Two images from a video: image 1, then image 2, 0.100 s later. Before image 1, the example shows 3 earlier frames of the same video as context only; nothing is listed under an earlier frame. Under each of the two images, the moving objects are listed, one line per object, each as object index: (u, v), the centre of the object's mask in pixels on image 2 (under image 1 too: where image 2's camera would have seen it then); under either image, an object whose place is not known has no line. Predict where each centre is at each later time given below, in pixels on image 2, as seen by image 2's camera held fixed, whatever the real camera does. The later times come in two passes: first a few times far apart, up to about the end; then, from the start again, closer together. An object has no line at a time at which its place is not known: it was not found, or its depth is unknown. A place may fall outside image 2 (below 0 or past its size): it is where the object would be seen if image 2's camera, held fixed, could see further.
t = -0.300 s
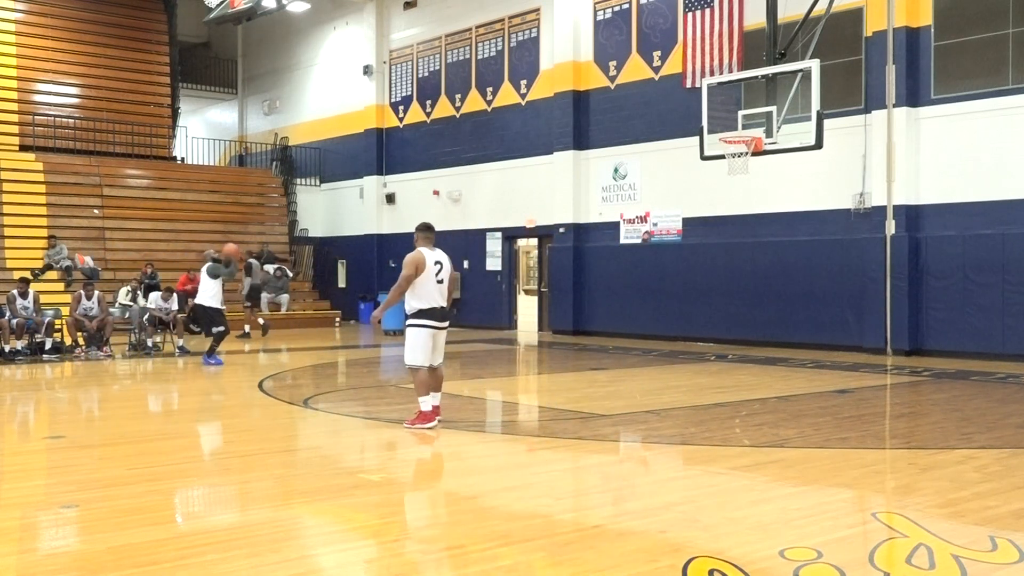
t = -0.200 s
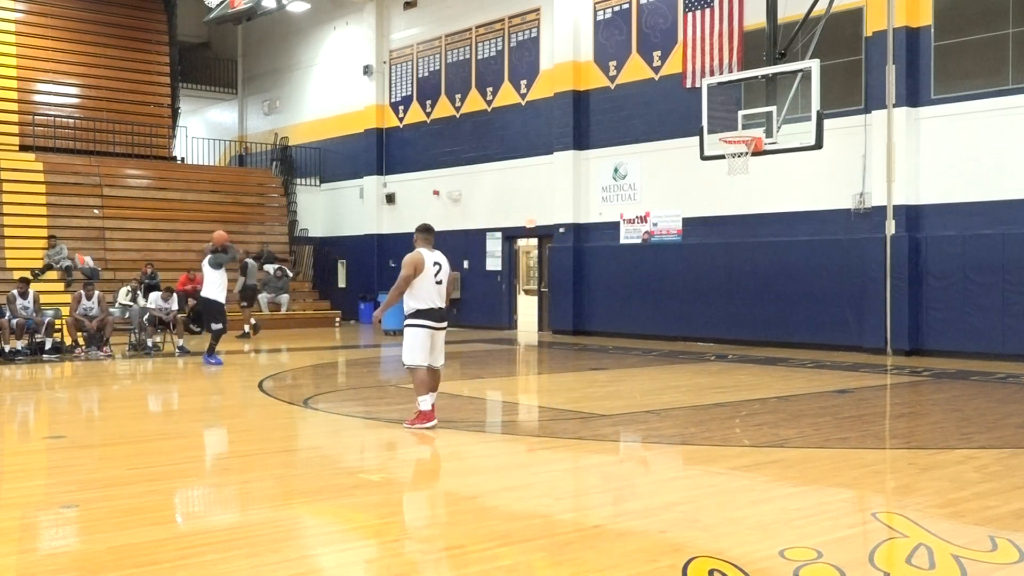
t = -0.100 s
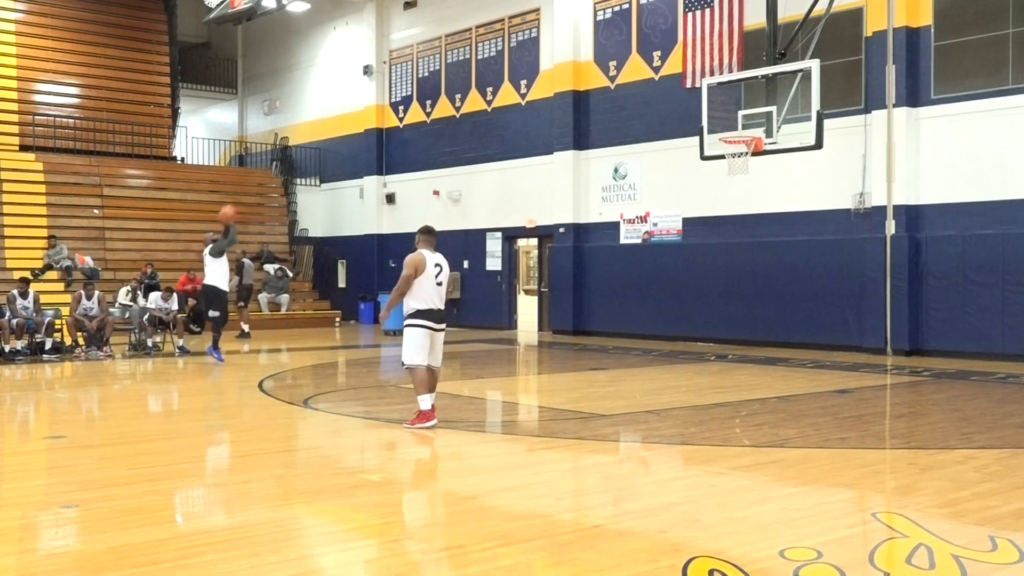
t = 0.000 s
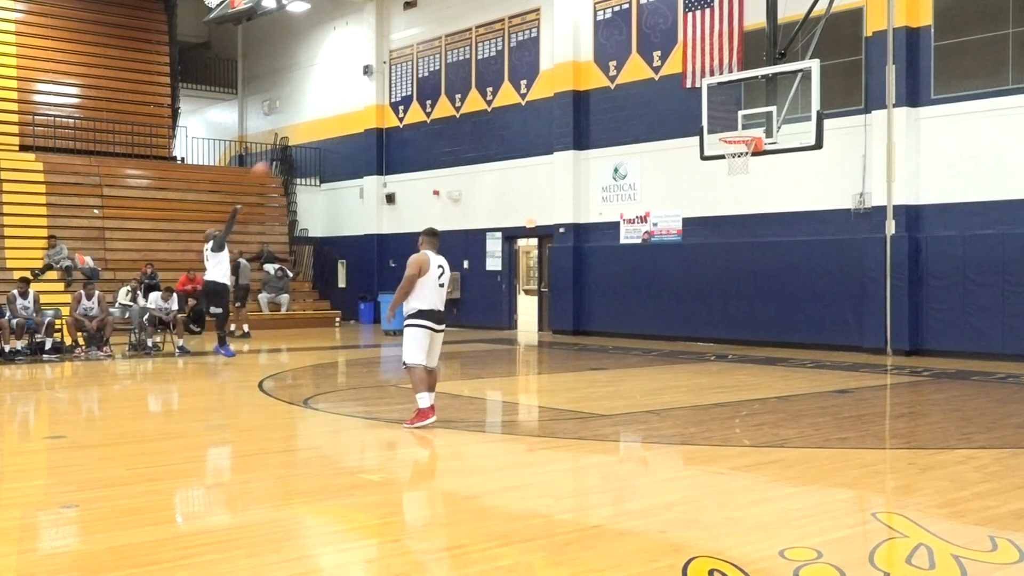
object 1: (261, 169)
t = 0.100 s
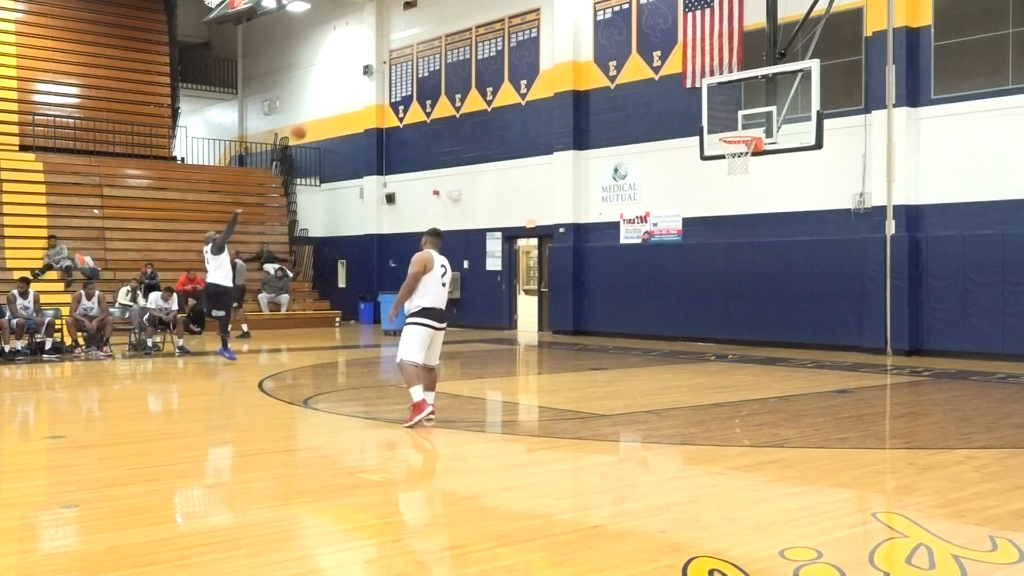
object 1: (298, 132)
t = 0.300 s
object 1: (375, 72)
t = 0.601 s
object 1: (496, 30)
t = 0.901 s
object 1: (619, 51)
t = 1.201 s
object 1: (747, 147)
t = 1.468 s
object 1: (753, 222)
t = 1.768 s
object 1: (759, 361)
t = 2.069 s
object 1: (727, 277)
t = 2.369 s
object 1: (696, 251)
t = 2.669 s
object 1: (667, 288)
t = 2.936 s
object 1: (642, 350)
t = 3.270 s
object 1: (617, 299)
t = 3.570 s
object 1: (594, 316)
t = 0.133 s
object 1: (311, 120)
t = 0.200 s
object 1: (337, 98)
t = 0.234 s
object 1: (350, 89)
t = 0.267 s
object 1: (364, 79)
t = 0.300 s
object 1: (375, 72)
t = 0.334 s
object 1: (389, 64)
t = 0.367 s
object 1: (401, 58)
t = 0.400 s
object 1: (416, 51)
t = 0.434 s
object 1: (429, 46)
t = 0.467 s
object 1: (442, 41)
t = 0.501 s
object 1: (455, 38)
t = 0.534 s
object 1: (469, 34)
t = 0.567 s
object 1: (482, 31)
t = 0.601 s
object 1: (496, 30)
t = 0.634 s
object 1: (509, 29)
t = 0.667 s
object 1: (521, 29)
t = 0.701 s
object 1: (536, 31)
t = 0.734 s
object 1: (550, 33)
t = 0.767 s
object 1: (564, 35)
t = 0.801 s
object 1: (578, 38)
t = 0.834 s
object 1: (593, 42)
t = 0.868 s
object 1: (605, 47)
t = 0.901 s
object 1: (619, 51)
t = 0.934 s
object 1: (633, 59)
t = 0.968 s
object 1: (648, 67)
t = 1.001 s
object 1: (662, 75)
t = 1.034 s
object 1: (676, 84)
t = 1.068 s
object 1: (690, 94)
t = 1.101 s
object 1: (704, 105)
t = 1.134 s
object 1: (719, 117)
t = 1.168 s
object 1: (733, 128)
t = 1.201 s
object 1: (747, 147)
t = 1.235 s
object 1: (750, 158)
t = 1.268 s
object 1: (751, 163)
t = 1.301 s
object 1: (752, 170)
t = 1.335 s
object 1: (752, 179)
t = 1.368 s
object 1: (752, 188)
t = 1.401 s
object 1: (753, 198)
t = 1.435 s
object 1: (753, 211)
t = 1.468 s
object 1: (753, 222)
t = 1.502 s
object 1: (754, 234)
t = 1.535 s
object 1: (754, 247)
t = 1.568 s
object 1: (754, 261)
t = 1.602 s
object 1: (755, 276)
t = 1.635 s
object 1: (756, 291)
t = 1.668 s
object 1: (757, 307)
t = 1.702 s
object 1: (757, 324)
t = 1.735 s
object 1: (757, 341)
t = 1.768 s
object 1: (759, 361)
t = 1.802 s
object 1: (756, 357)
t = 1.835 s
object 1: (752, 344)
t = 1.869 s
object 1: (748, 332)
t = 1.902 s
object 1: (745, 321)
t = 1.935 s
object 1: (741, 311)
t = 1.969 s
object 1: (738, 301)
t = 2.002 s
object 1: (734, 292)
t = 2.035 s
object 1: (730, 285)
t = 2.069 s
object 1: (727, 277)
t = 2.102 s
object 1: (724, 271)
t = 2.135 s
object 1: (720, 266)
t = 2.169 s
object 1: (717, 261)
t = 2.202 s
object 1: (713, 258)
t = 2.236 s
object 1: (710, 255)
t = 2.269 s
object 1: (706, 253)
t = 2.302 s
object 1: (703, 251)
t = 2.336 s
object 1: (700, 251)
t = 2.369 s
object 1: (696, 251)
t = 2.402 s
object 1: (693, 252)
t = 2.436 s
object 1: (689, 254)
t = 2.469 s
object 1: (686, 256)
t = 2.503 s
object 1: (683, 260)
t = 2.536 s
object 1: (680, 264)
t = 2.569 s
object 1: (676, 269)
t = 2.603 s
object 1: (673, 274)
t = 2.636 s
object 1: (670, 281)
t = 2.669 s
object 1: (667, 288)
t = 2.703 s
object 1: (663, 295)
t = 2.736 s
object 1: (660, 304)
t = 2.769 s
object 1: (657, 313)
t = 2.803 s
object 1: (654, 323)
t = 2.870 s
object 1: (648, 345)
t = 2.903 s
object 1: (645, 357)
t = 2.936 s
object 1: (642, 350)
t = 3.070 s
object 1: (632, 321)
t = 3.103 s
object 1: (629, 316)
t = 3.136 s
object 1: (627, 311)
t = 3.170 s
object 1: (624, 307)
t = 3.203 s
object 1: (622, 304)
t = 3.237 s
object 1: (619, 301)
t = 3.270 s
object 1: (617, 299)
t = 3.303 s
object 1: (614, 298)
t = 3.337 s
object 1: (612, 298)
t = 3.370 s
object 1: (609, 298)
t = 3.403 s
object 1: (606, 300)
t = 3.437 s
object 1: (604, 301)
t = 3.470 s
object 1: (602, 304)
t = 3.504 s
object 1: (599, 307)
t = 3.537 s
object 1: (597, 311)
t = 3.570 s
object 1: (594, 316)
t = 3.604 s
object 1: (592, 321)
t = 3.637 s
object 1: (589, 327)
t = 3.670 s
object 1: (587, 333)
